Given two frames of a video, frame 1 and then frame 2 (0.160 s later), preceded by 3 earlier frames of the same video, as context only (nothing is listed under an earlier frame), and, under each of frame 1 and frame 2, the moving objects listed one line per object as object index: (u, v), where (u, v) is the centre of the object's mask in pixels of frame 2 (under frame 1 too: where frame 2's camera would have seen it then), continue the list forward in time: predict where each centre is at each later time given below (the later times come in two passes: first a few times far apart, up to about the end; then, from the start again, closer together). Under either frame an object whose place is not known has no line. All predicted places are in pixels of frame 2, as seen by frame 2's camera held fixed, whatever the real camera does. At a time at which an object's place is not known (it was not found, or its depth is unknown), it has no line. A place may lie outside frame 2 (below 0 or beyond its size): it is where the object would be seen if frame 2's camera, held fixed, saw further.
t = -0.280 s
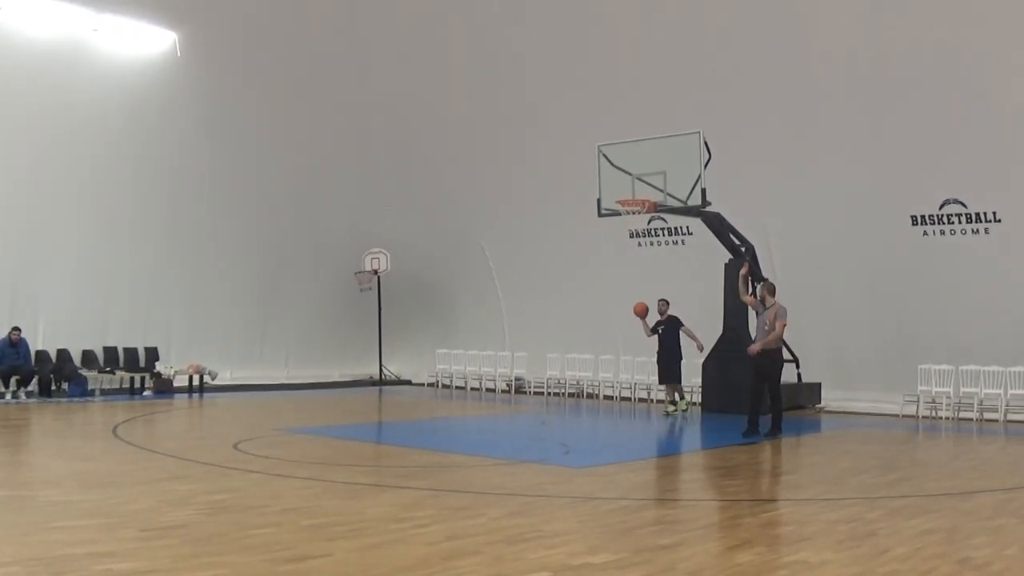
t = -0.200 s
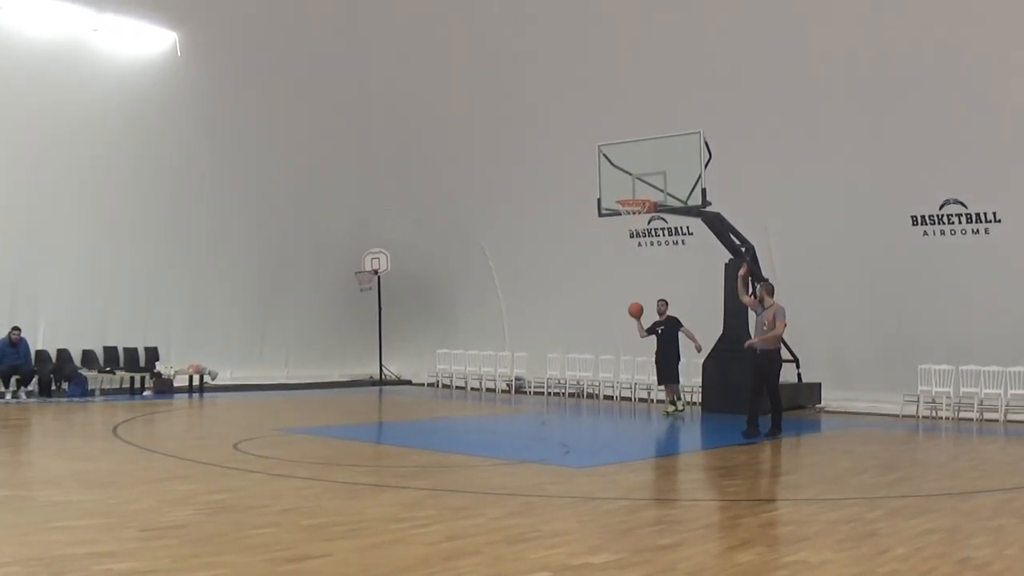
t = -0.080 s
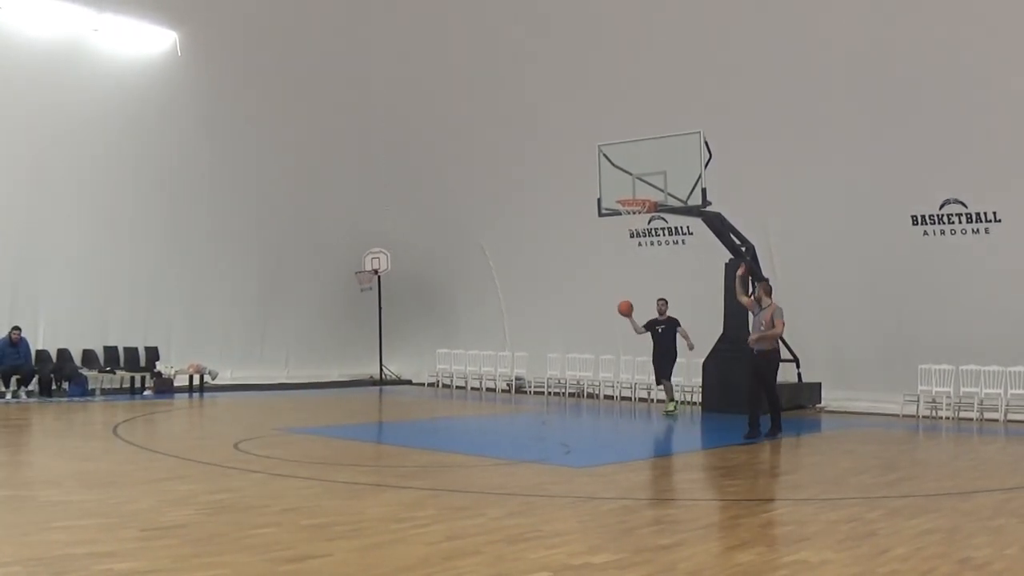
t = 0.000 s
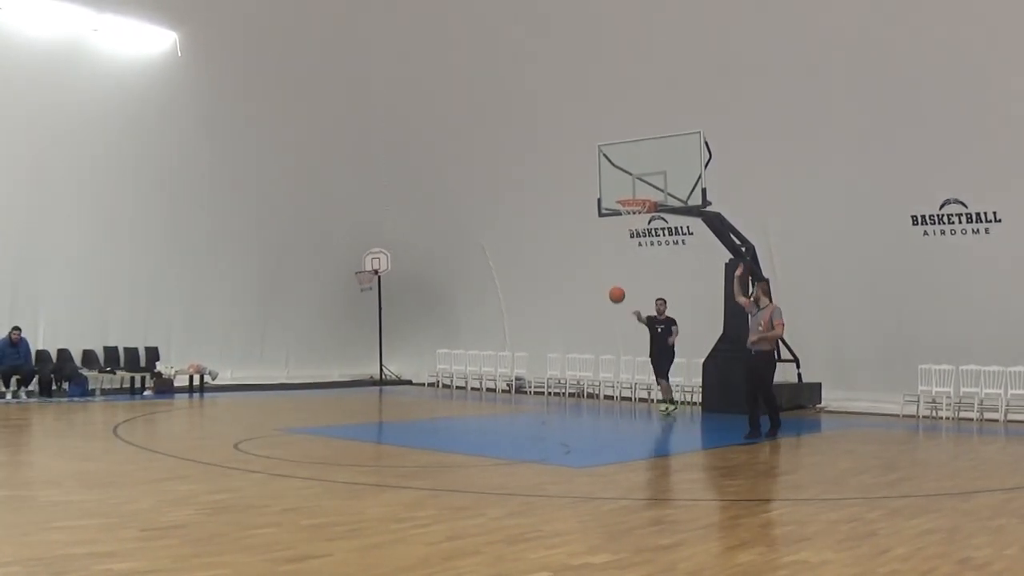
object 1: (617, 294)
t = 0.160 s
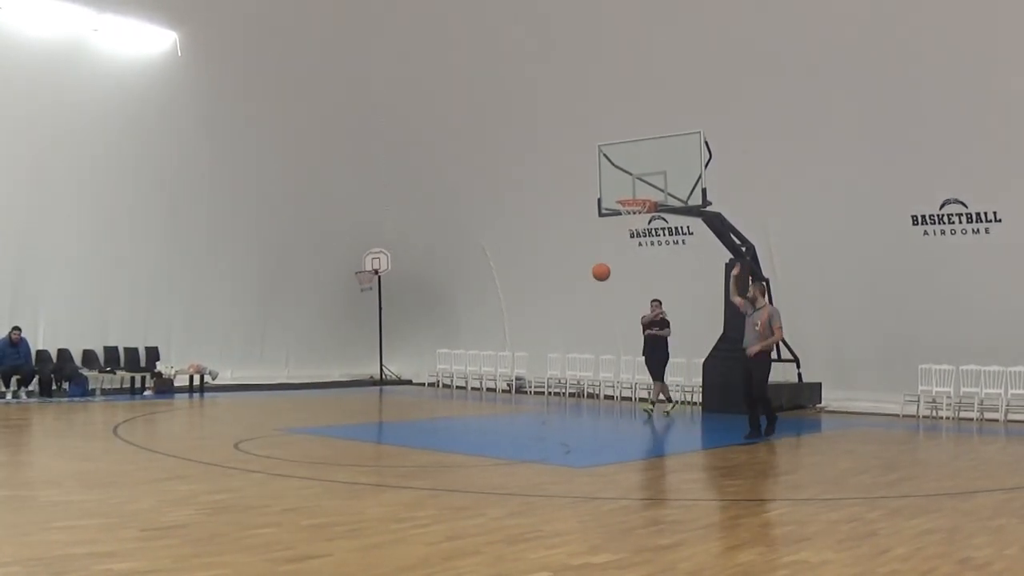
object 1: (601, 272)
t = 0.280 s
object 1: (586, 265)
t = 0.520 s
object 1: (545, 287)
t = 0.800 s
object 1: (472, 418)
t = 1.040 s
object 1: (393, 414)
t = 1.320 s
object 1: (278, 323)
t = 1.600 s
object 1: (114, 372)
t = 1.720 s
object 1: (24, 460)
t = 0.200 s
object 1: (596, 268)
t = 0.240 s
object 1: (591, 266)
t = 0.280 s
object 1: (586, 265)
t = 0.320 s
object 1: (580, 265)
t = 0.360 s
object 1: (574, 266)
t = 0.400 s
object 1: (567, 269)
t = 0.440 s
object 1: (560, 274)
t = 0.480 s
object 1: (553, 279)
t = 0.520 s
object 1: (545, 287)
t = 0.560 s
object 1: (537, 297)
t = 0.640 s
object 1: (518, 324)
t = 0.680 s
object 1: (508, 342)
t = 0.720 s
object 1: (497, 363)
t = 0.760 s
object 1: (485, 388)
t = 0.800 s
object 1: (472, 418)
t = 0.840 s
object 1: (458, 451)
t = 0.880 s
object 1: (444, 490)
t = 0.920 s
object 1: (431, 480)
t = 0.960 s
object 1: (418, 457)
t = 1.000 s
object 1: (405, 435)
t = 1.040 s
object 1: (393, 414)
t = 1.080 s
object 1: (378, 396)
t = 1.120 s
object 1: (364, 378)
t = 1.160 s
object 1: (348, 363)
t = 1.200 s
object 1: (332, 350)
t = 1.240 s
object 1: (315, 339)
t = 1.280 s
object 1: (297, 330)
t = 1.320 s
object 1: (278, 323)
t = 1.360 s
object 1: (258, 320)
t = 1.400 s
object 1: (237, 320)
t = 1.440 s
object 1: (215, 322)
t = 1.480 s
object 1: (192, 329)
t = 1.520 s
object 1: (168, 339)
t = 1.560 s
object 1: (141, 353)
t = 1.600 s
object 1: (114, 372)
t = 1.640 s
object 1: (85, 396)
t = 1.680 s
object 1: (54, 424)
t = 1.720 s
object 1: (24, 460)
